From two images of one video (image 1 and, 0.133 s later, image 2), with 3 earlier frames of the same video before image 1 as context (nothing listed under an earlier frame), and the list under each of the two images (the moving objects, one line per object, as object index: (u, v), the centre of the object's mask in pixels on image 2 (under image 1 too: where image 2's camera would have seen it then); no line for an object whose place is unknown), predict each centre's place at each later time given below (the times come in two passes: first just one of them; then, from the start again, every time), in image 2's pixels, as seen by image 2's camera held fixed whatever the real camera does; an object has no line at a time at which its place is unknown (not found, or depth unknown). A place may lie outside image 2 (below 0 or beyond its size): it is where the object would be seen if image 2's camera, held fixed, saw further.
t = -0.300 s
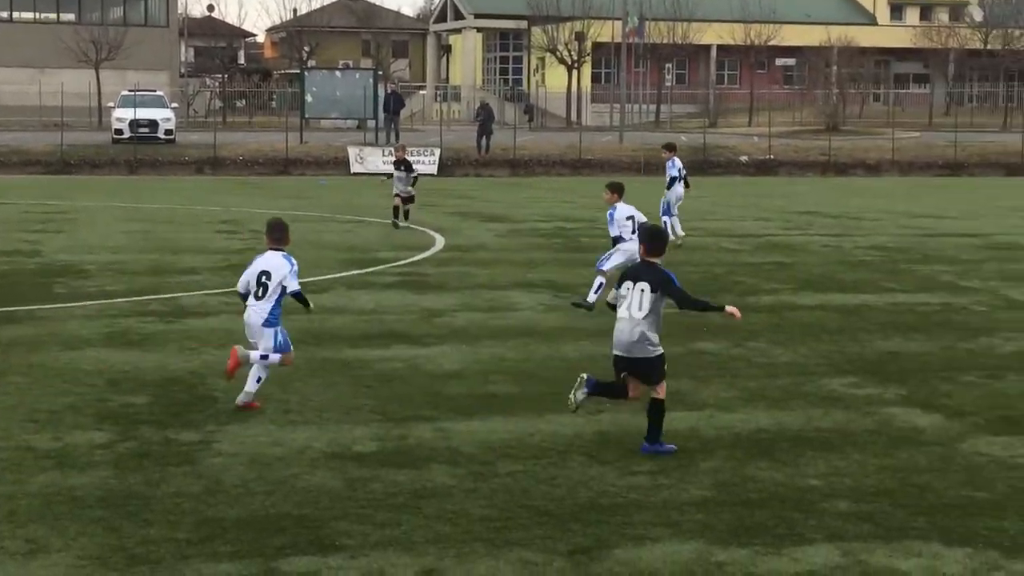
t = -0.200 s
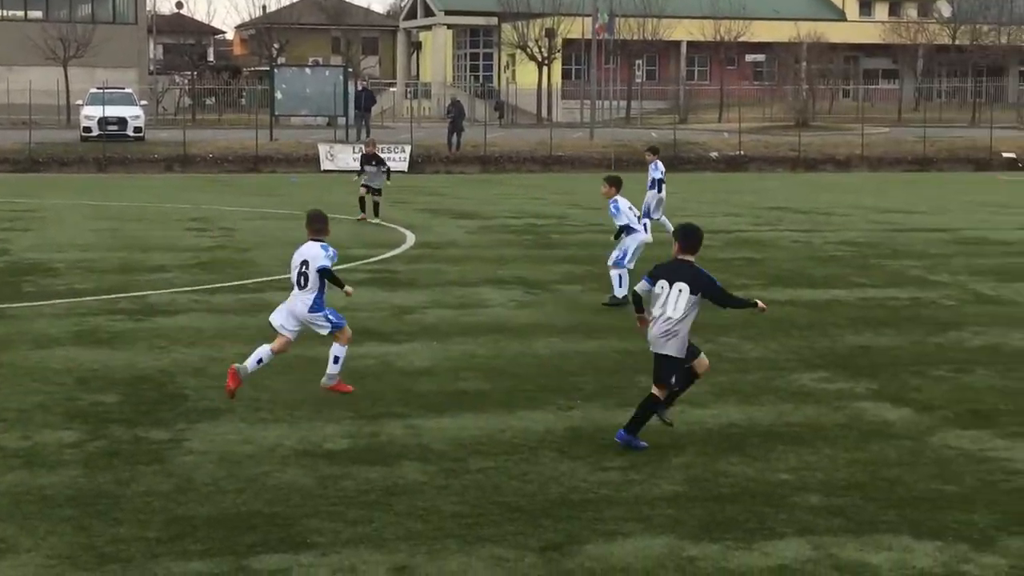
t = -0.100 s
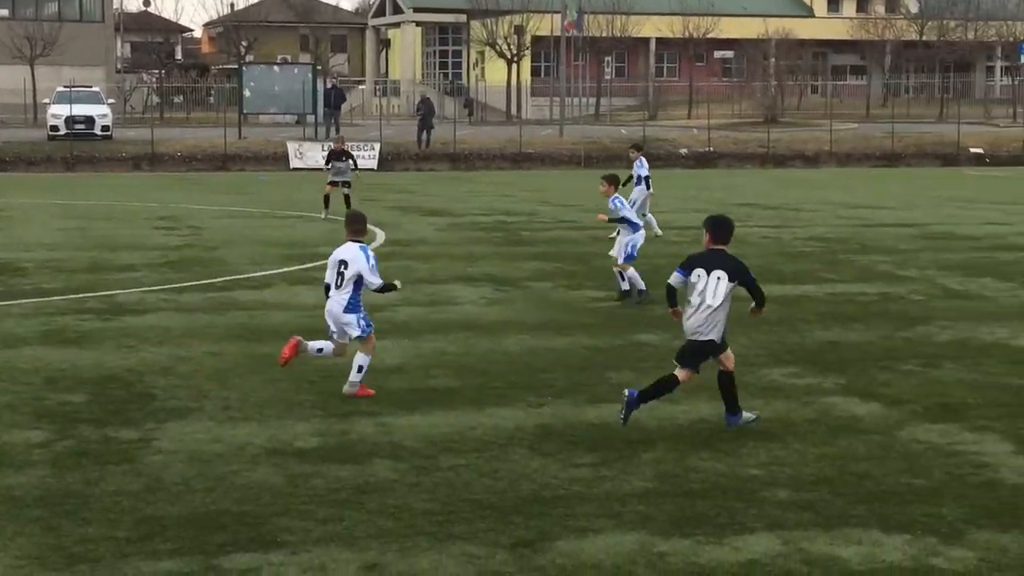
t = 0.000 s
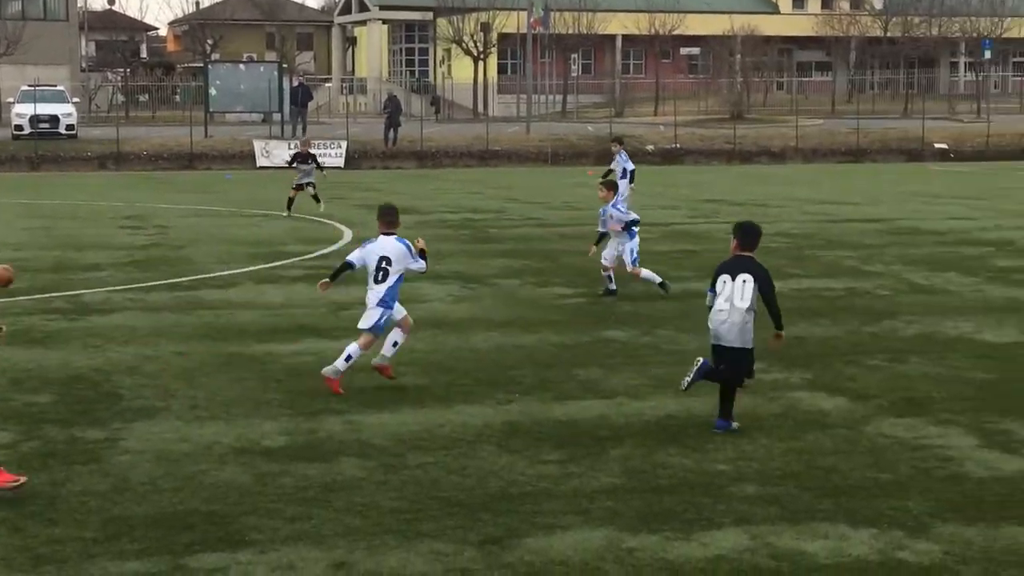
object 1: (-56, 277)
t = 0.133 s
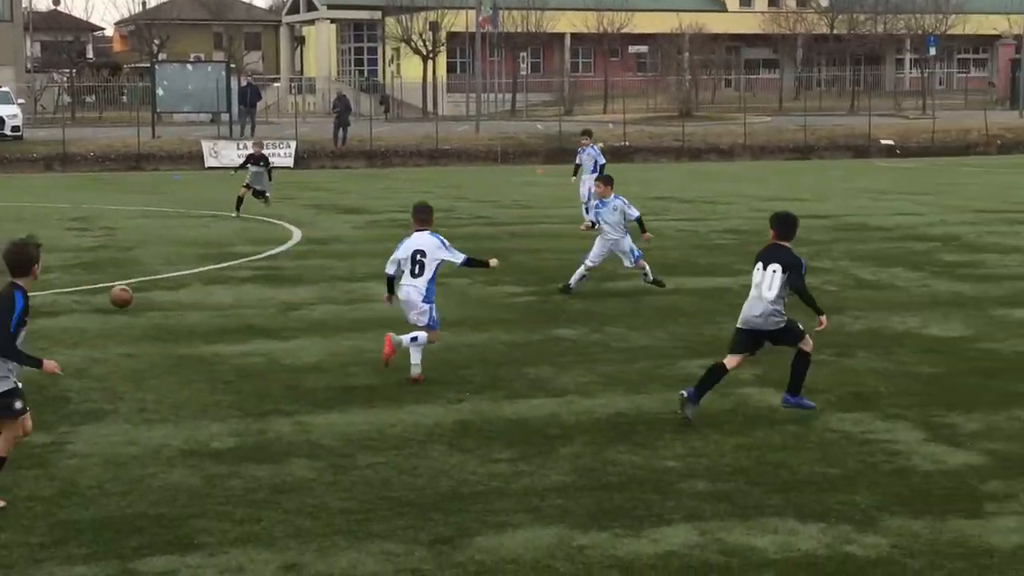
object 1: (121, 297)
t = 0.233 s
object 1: (228, 281)
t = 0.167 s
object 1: (157, 290)
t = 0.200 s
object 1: (193, 285)
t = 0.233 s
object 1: (228, 281)
